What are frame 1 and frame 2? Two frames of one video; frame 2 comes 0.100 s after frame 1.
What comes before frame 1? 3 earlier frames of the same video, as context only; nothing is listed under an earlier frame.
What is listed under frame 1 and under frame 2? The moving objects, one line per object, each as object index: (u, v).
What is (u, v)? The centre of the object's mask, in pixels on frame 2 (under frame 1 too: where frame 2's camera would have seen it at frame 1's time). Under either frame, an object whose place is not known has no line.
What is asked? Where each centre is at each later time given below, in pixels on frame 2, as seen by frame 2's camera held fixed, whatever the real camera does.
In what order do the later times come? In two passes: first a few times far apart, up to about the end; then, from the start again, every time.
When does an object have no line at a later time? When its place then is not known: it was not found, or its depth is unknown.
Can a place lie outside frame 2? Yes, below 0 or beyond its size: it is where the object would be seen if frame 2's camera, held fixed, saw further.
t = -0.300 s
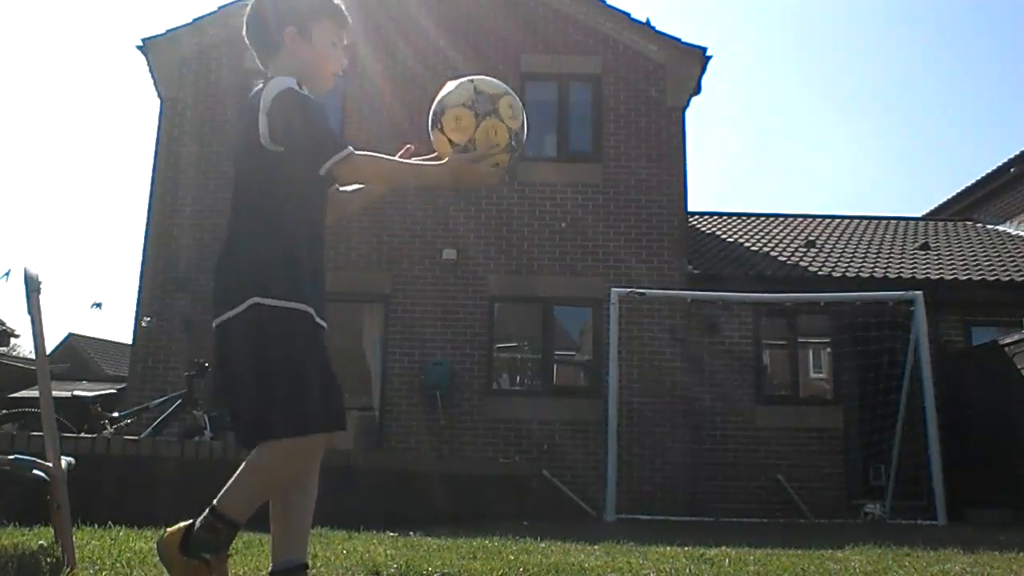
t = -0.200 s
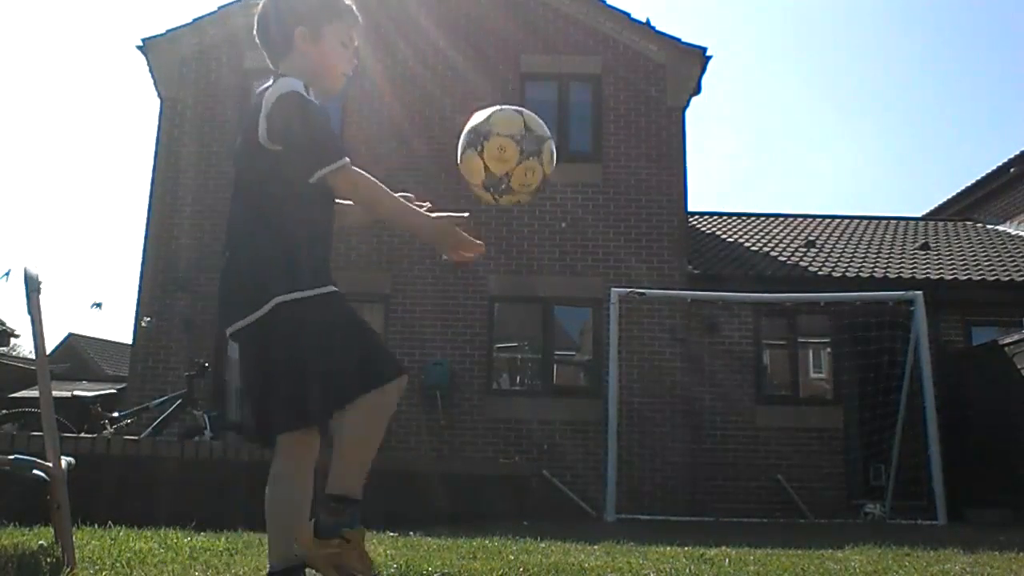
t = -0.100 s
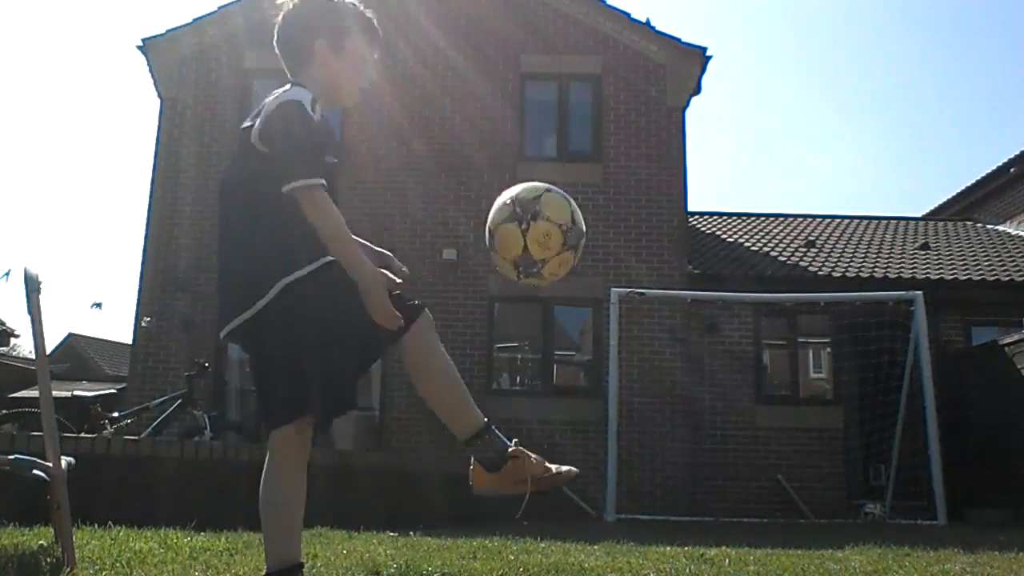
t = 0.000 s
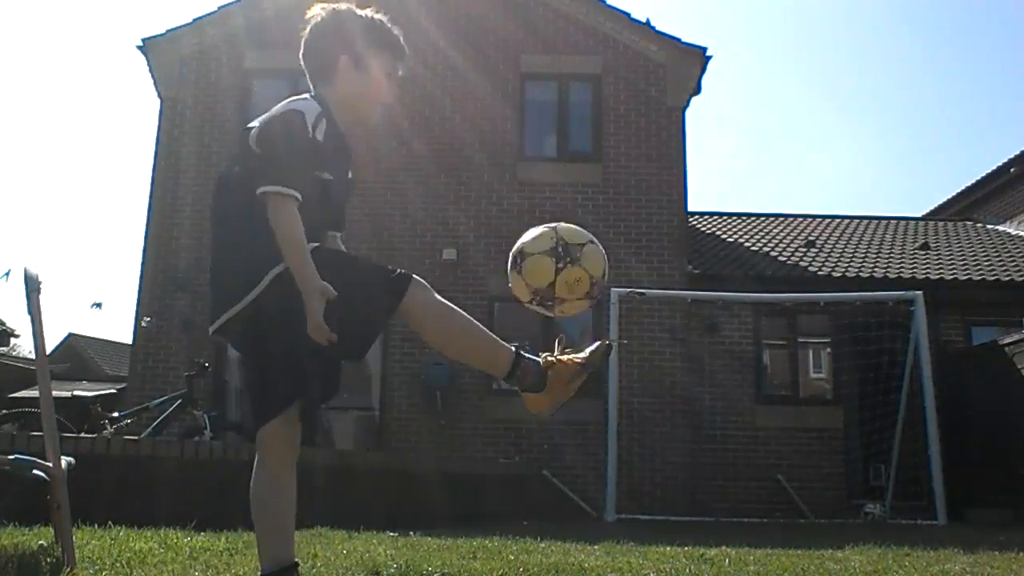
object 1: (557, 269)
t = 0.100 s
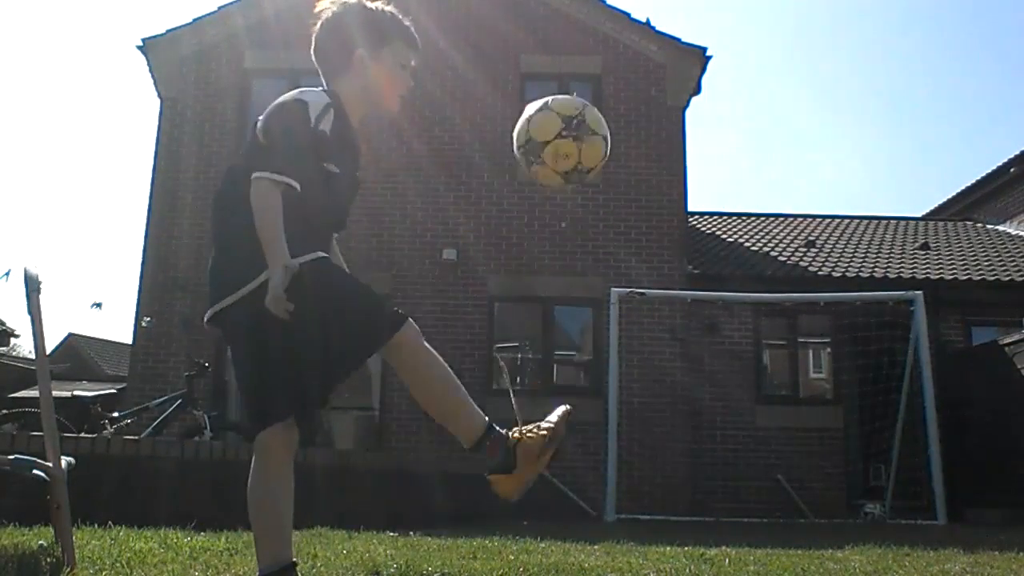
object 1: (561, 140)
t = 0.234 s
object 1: (565, 41)
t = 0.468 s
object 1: (572, 36)
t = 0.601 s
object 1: (574, 135)
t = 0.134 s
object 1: (562, 109)
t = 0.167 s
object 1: (563, 81)
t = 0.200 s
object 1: (564, 57)
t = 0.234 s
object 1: (565, 41)
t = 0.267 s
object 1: (566, 33)
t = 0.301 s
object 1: (567, 28)
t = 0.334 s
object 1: (567, 24)
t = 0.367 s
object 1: (569, 24)
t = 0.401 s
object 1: (570, 25)
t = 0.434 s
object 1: (571, 29)
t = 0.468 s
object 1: (572, 36)
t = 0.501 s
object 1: (572, 51)
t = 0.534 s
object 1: (573, 73)
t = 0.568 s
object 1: (573, 101)
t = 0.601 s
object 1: (574, 135)
